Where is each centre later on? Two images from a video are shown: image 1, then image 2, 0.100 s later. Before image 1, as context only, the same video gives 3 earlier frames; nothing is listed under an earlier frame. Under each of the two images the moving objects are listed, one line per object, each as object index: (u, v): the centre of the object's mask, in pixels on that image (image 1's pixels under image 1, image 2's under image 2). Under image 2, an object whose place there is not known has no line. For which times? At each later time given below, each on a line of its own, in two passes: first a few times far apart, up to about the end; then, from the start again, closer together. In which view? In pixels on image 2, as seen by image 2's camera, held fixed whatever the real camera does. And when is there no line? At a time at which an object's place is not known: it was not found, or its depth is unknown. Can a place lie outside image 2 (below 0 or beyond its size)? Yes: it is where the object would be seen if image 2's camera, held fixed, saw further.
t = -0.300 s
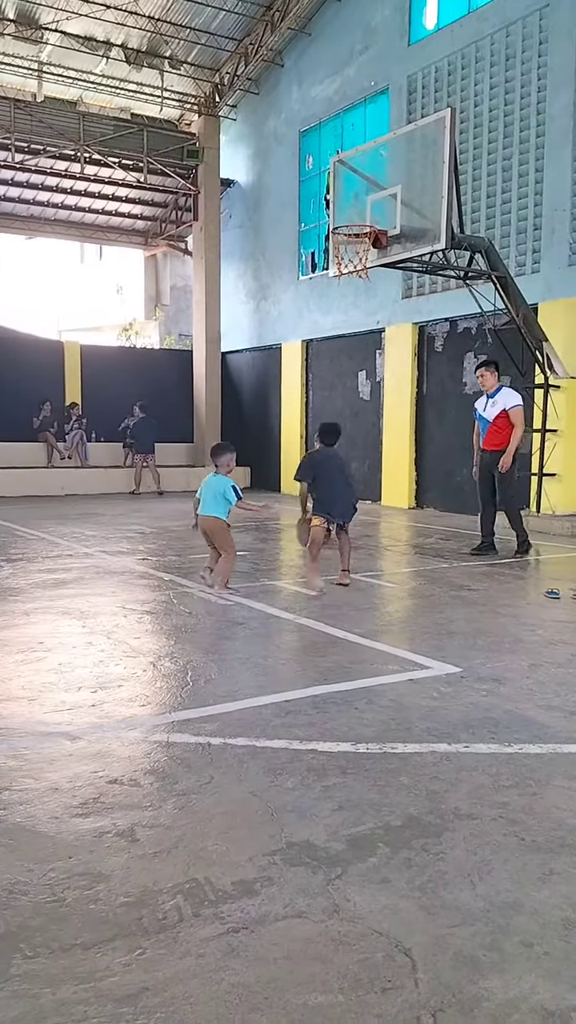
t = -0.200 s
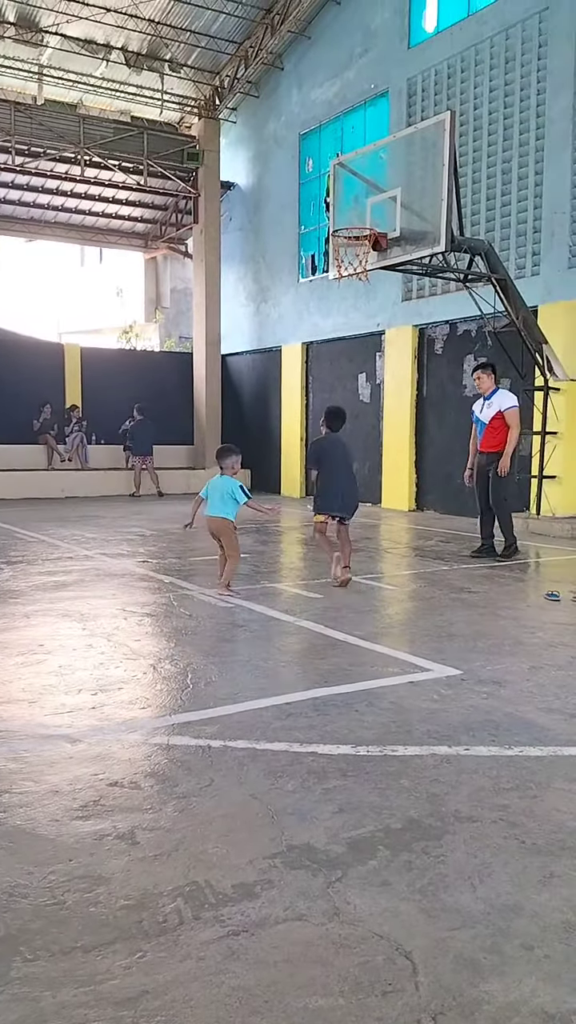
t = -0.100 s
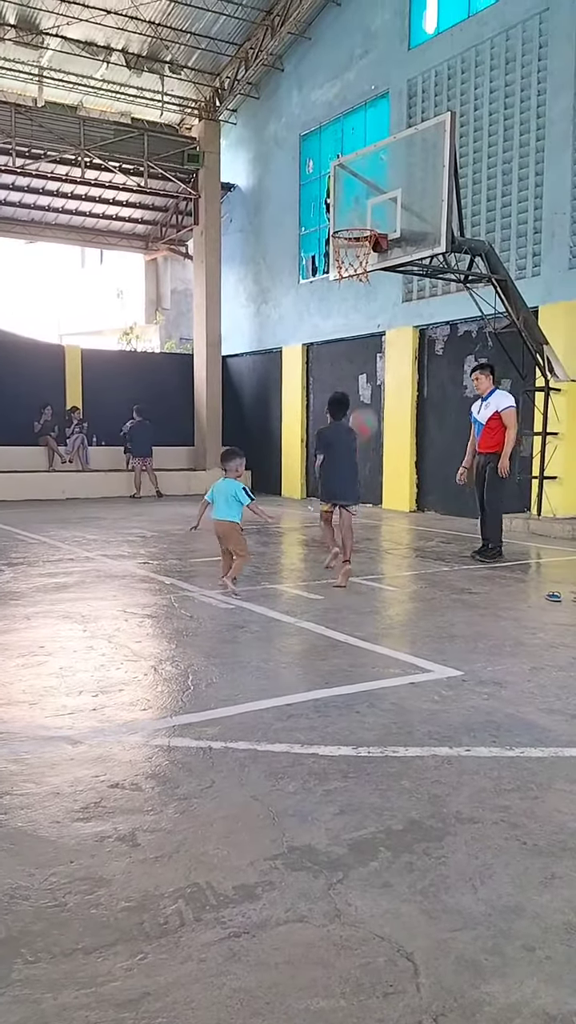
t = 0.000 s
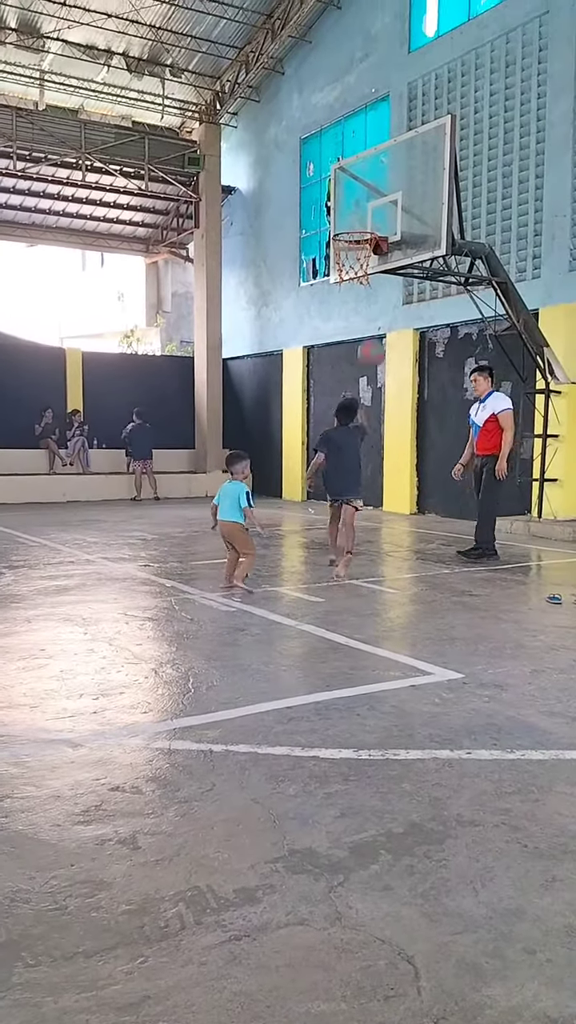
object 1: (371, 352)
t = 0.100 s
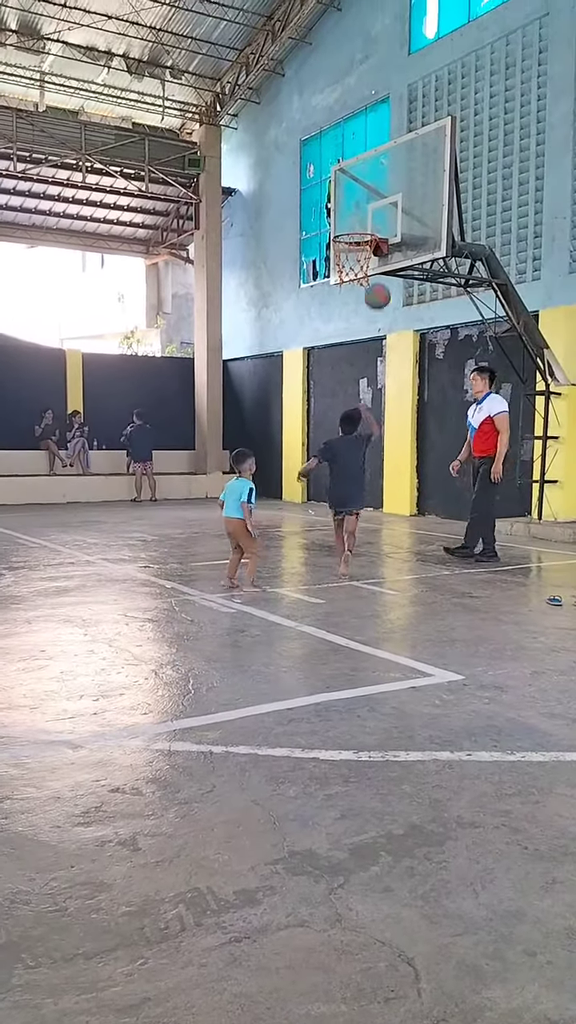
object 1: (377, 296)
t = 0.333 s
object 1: (388, 216)
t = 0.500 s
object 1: (358, 189)
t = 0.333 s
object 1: (388, 216)
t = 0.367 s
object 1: (389, 210)
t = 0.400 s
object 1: (383, 203)
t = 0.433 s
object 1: (374, 197)
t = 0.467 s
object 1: (366, 192)
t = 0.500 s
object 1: (358, 189)
